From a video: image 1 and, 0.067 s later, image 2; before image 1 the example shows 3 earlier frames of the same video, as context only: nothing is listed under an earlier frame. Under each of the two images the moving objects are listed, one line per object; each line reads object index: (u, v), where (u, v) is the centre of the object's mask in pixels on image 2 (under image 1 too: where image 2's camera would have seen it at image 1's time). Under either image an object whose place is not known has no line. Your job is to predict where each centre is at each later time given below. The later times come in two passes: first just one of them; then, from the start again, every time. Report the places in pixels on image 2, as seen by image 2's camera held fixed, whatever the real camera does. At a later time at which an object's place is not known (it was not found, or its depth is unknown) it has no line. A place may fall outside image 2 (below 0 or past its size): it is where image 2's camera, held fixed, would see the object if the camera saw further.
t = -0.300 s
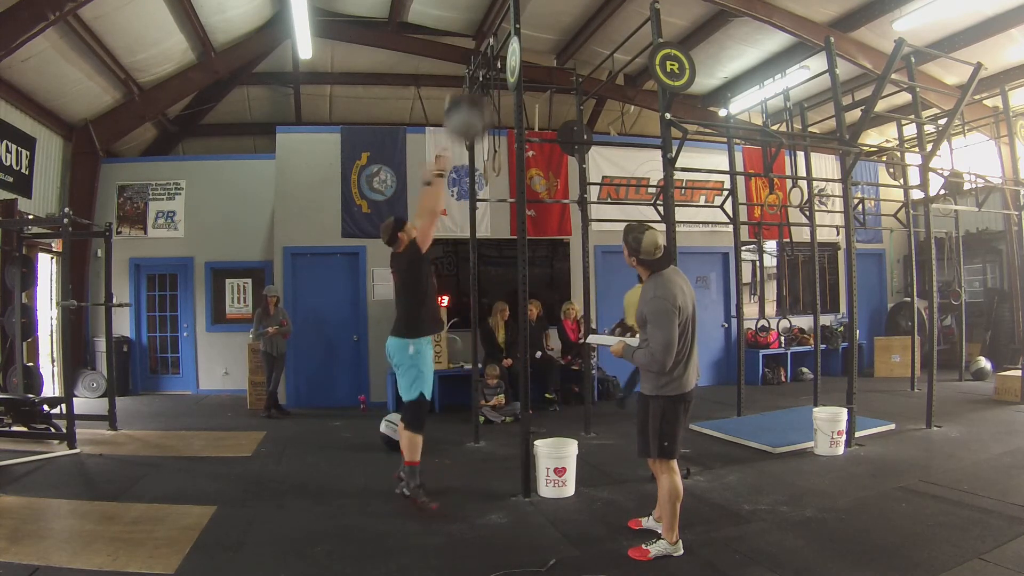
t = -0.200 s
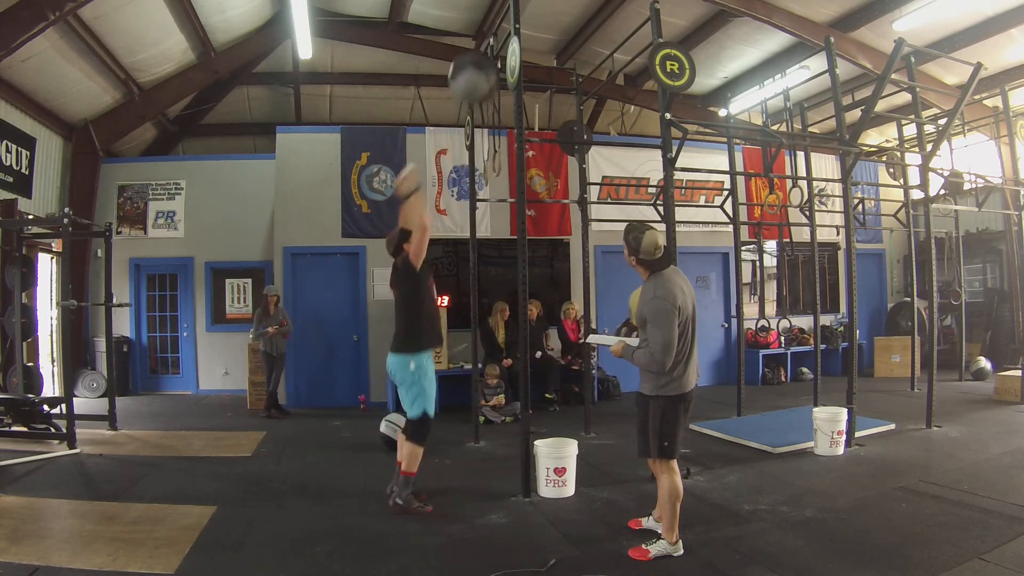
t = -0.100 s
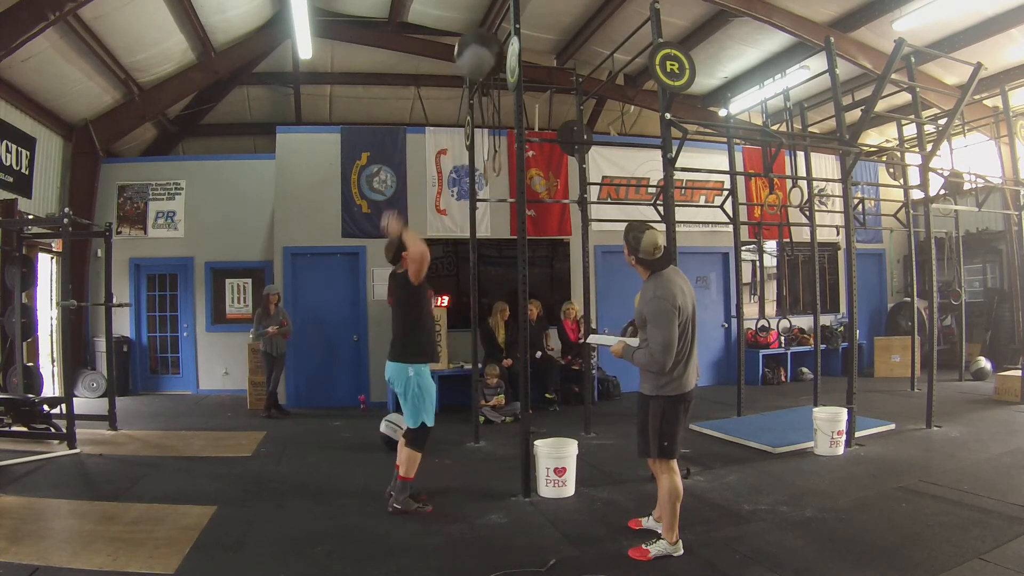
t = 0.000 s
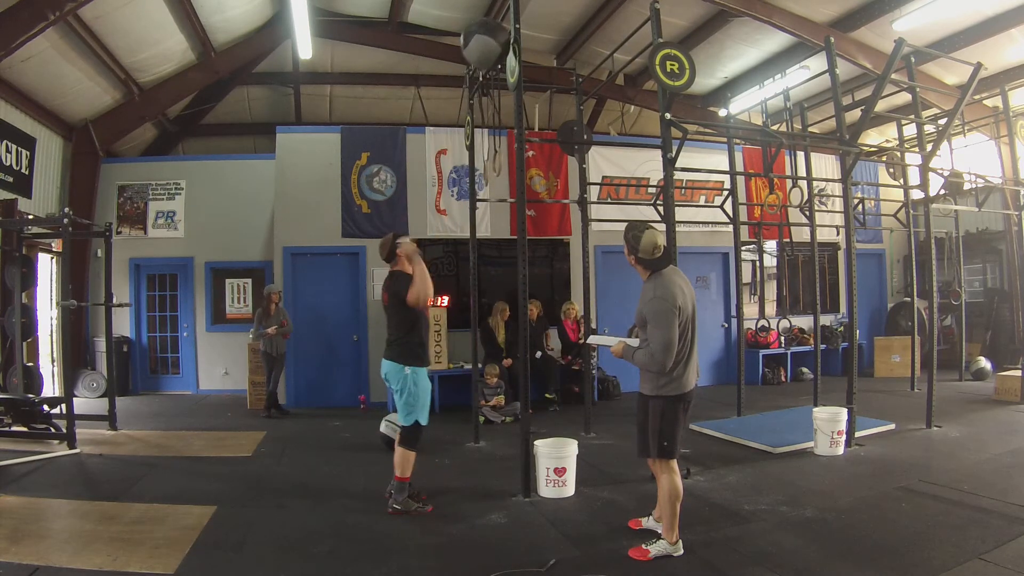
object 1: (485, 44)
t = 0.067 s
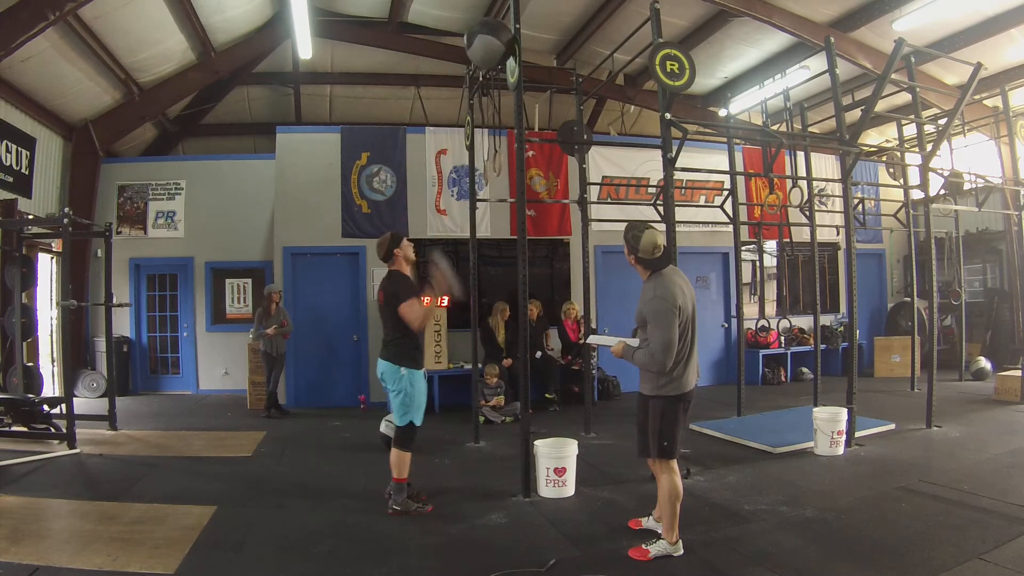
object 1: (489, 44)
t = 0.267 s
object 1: (481, 71)
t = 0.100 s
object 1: (489, 45)
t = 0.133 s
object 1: (488, 47)
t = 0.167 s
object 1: (486, 51)
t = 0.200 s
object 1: (483, 57)
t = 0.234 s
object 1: (483, 63)
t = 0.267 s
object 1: (481, 71)
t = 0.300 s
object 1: (480, 80)
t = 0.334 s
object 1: (479, 92)
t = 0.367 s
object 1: (478, 104)
